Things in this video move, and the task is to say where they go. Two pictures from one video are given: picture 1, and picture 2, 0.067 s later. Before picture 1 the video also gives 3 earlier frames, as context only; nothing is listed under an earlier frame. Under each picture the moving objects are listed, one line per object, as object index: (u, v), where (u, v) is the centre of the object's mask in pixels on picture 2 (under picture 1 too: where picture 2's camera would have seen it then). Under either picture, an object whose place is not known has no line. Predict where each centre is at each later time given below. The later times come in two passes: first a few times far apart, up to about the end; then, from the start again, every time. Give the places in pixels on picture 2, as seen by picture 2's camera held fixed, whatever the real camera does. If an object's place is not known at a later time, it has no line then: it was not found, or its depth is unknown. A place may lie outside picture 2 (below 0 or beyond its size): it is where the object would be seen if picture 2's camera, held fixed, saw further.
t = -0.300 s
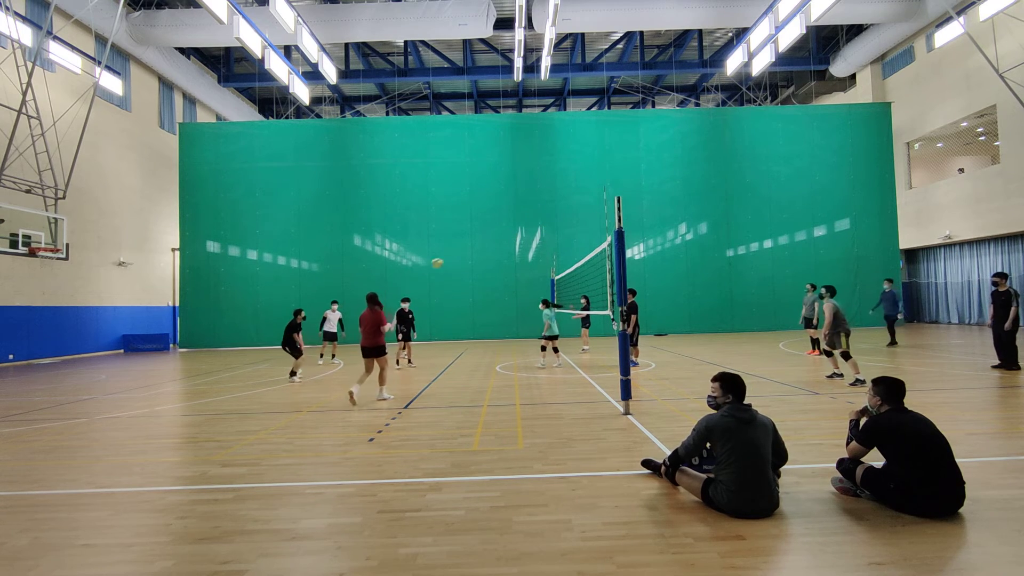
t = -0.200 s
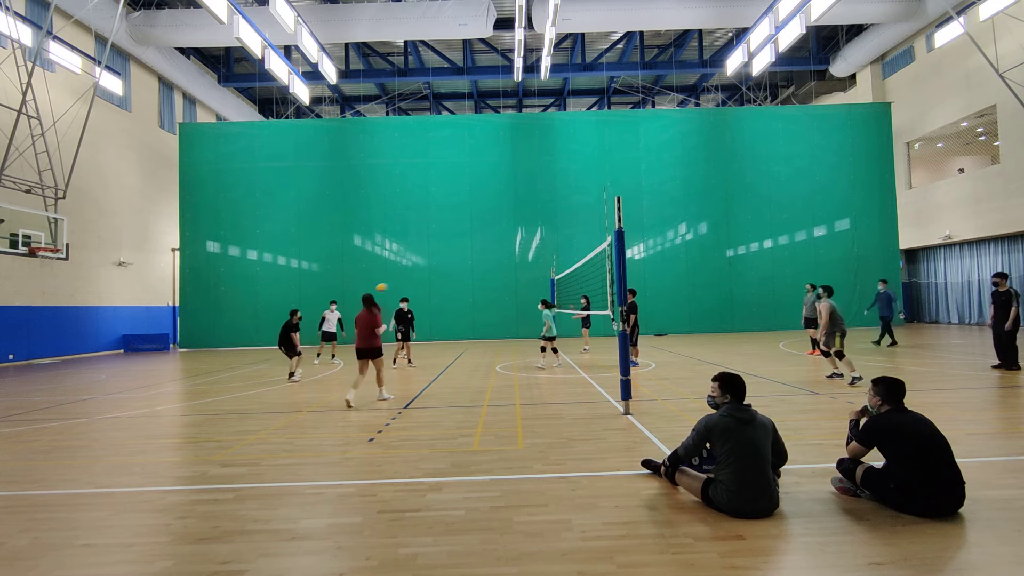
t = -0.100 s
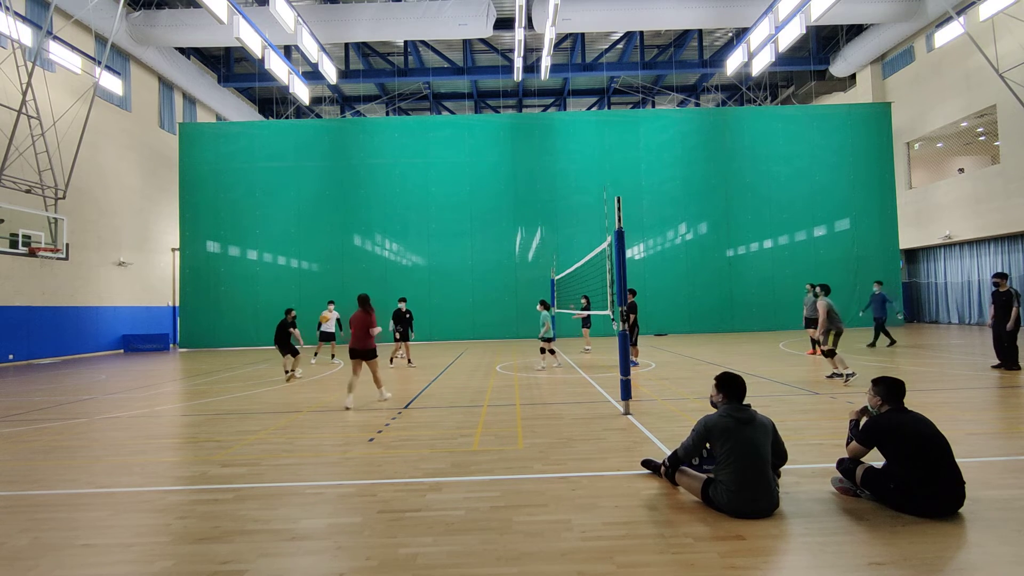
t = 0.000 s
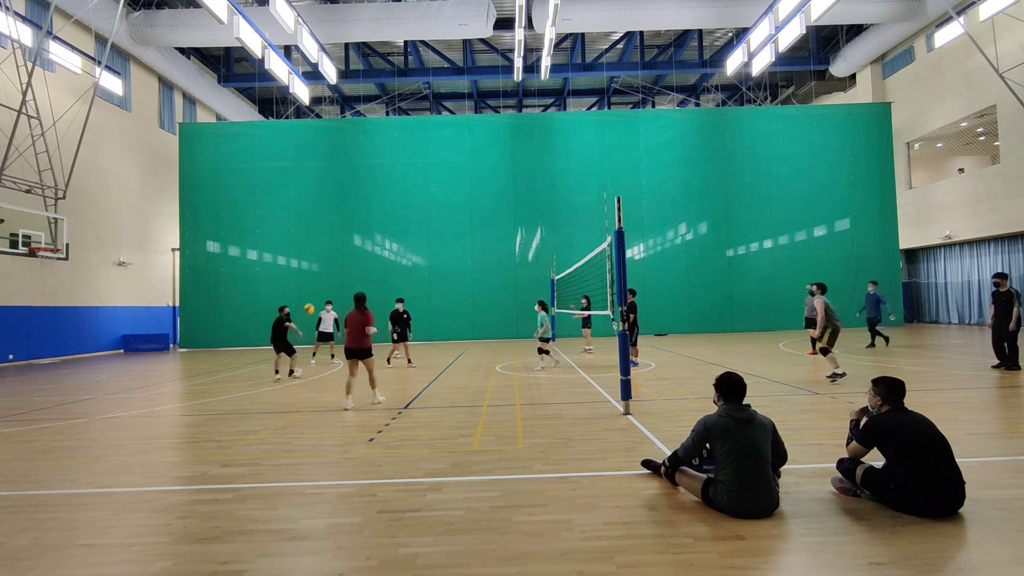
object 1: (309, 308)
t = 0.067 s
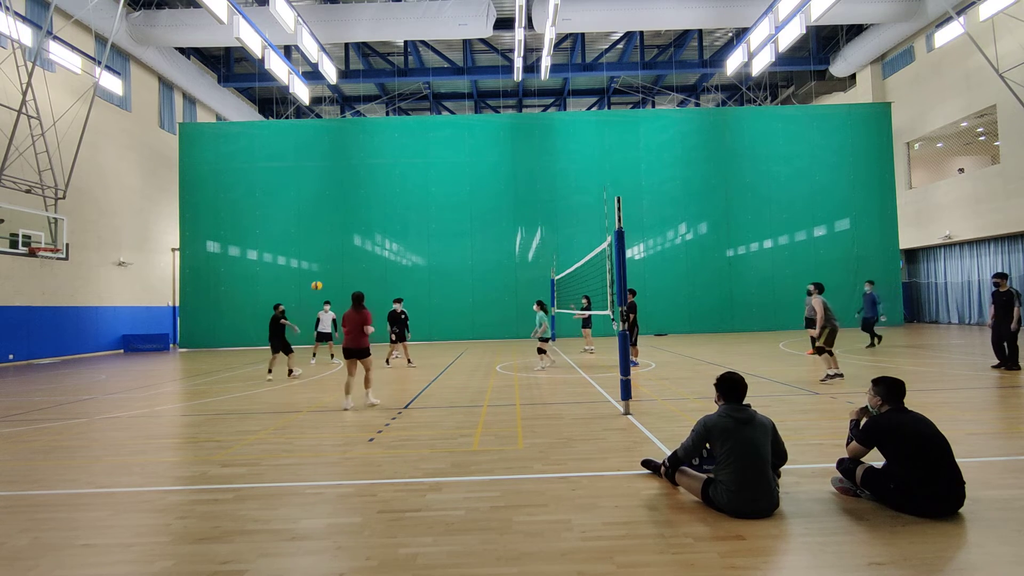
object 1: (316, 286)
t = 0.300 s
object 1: (341, 223)
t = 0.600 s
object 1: (370, 183)
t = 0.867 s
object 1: (395, 180)
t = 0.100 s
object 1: (320, 275)
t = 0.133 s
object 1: (324, 265)
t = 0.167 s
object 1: (328, 255)
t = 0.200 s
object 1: (331, 247)
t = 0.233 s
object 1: (335, 238)
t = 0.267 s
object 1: (338, 231)
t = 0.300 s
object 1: (341, 223)
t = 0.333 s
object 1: (345, 217)
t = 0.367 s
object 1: (348, 211)
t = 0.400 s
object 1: (351, 205)
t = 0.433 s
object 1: (355, 200)
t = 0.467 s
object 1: (358, 196)
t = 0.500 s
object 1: (361, 192)
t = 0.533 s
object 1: (364, 189)
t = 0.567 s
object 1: (367, 186)
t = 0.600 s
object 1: (370, 183)
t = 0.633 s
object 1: (373, 181)
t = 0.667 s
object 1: (376, 180)
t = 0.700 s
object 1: (379, 179)
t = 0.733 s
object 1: (383, 178)
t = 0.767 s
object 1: (385, 178)
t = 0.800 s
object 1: (388, 178)
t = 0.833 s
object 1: (391, 179)
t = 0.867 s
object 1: (395, 180)
